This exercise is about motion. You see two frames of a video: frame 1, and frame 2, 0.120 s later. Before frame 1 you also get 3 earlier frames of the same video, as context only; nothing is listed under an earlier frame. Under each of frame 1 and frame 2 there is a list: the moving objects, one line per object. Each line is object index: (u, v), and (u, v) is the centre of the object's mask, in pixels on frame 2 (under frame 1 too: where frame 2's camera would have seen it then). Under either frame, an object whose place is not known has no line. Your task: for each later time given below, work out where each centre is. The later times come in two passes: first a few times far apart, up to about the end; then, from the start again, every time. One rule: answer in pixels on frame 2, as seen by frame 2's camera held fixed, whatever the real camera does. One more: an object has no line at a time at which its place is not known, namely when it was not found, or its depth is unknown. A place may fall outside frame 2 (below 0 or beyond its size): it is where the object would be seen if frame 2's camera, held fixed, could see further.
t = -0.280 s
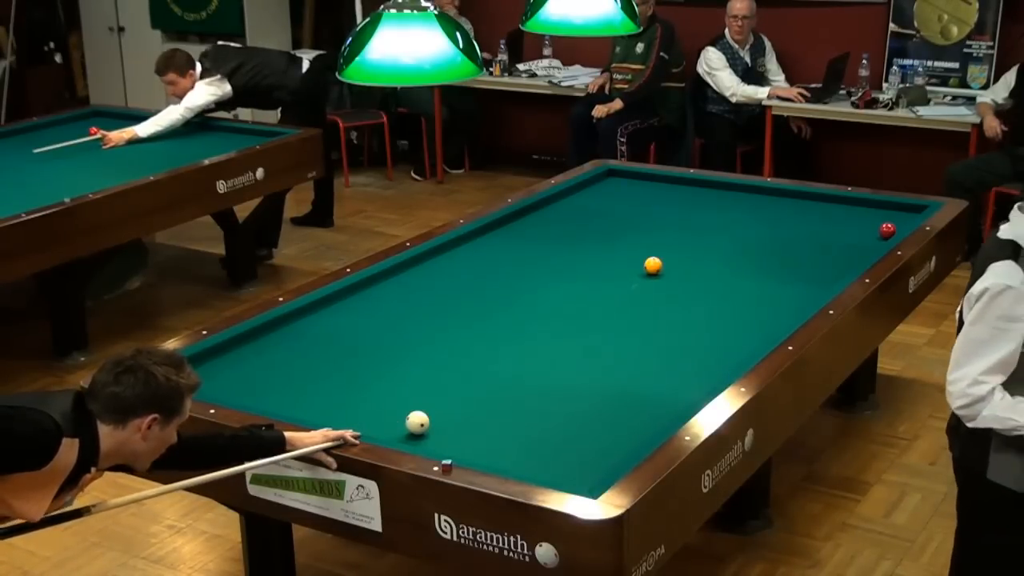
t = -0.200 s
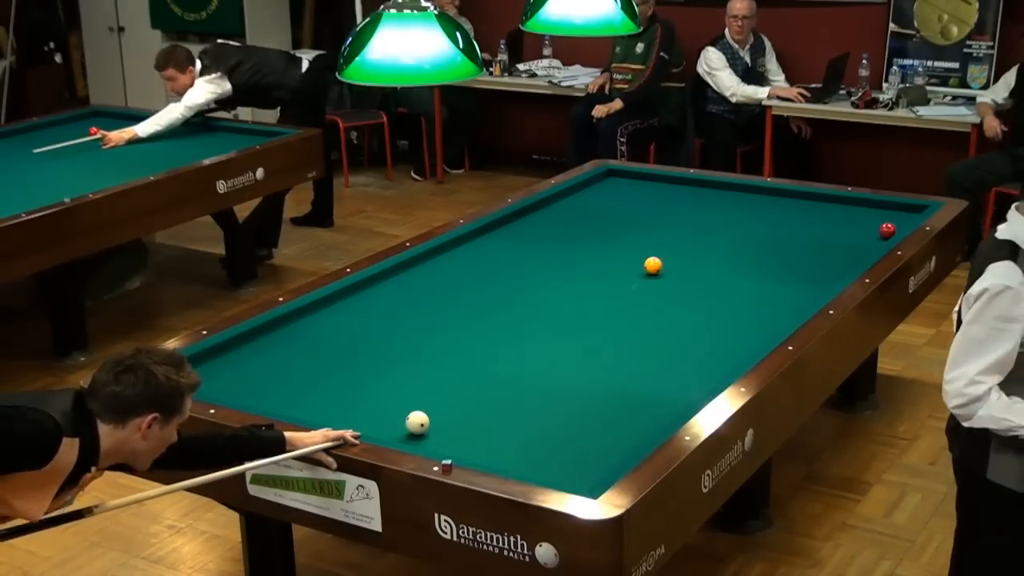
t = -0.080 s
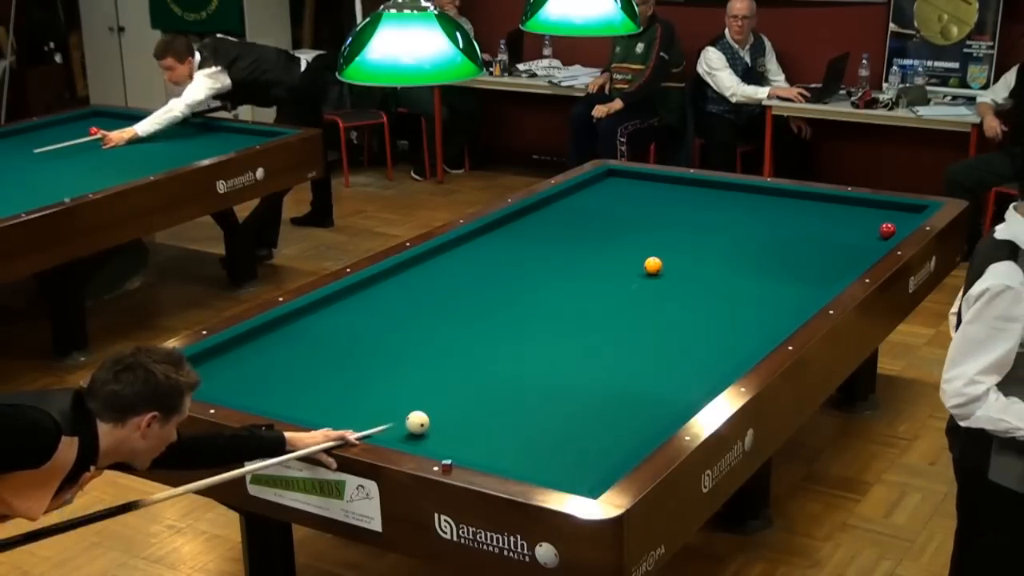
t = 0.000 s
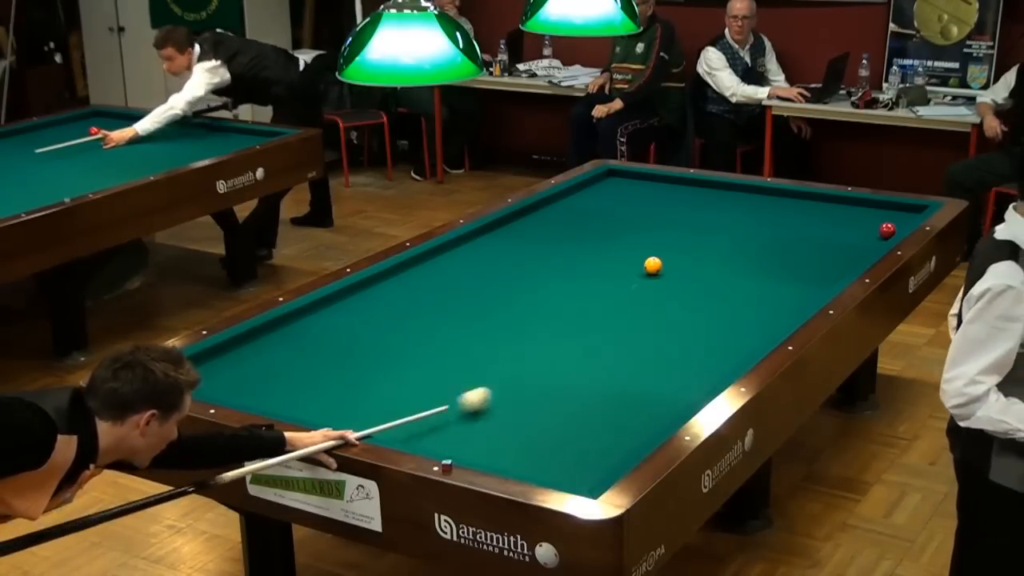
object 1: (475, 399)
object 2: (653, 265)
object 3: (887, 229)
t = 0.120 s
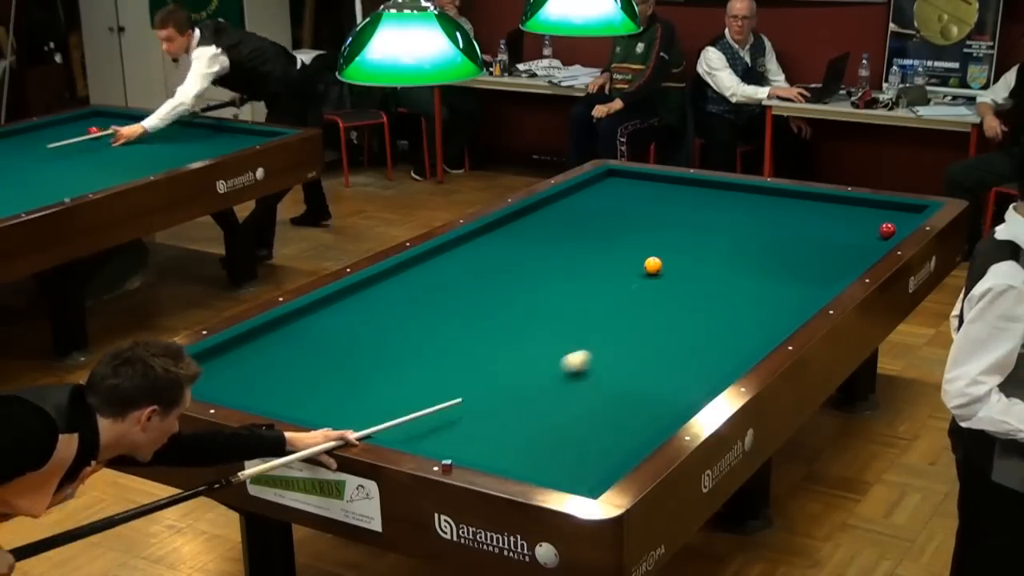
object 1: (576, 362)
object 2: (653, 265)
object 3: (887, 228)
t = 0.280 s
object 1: (686, 319)
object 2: (653, 265)
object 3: (887, 228)
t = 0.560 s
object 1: (842, 259)
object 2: (653, 265)
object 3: (887, 229)
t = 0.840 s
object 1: (835, 222)
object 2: (653, 265)
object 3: (894, 210)
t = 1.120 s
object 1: (787, 199)
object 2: (653, 265)
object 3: (853, 212)
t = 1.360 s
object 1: (727, 191)
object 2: (653, 265)
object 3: (812, 221)
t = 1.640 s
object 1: (642, 191)
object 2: (653, 265)
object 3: (762, 232)
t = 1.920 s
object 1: (575, 192)
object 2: (653, 265)
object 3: (709, 244)
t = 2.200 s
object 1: (592, 208)
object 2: (653, 265)
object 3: (657, 253)
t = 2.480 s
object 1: (606, 225)
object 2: (653, 265)
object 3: (600, 268)
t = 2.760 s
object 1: (621, 242)
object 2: (653, 264)
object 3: (542, 281)
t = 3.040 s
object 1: (636, 261)
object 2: (653, 264)
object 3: (483, 294)
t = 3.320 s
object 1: (625, 274)
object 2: (679, 271)
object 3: (421, 308)
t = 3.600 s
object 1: (612, 287)
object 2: (706, 278)
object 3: (357, 322)
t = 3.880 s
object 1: (598, 300)
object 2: (733, 285)
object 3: (291, 336)
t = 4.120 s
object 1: (587, 313)
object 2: (756, 290)
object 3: (233, 349)
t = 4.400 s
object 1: (572, 327)
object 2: (782, 298)
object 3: (193, 367)
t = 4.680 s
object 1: (558, 342)
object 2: (799, 302)
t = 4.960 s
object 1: (543, 356)
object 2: (783, 302)
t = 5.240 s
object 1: (528, 372)
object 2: (767, 301)
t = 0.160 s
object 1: (605, 350)
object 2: (653, 265)
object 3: (887, 229)
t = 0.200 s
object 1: (633, 340)
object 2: (653, 265)
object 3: (887, 229)
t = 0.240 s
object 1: (660, 329)
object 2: (653, 265)
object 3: (887, 228)
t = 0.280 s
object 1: (686, 319)
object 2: (653, 265)
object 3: (887, 228)
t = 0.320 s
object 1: (711, 310)
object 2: (653, 265)
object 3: (887, 228)
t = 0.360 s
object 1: (735, 300)
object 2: (653, 265)
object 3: (887, 229)
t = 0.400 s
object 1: (758, 292)
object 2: (653, 265)
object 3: (887, 229)
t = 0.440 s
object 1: (780, 283)
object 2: (653, 265)
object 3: (887, 228)
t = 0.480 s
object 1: (801, 275)
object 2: (653, 265)
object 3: (887, 228)
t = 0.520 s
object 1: (822, 267)
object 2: (653, 265)
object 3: (887, 229)
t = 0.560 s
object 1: (842, 259)
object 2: (653, 265)
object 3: (887, 229)
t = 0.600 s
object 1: (861, 251)
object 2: (653, 265)
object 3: (887, 229)
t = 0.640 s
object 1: (873, 243)
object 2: (653, 265)
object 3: (887, 228)
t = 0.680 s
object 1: (876, 235)
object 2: (653, 265)
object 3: (888, 228)
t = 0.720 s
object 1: (868, 231)
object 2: (653, 265)
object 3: (896, 224)
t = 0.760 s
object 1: (856, 228)
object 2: (653, 265)
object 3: (896, 220)
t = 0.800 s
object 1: (845, 225)
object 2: (653, 265)
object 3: (895, 215)
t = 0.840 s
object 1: (835, 222)
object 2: (653, 265)
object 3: (894, 210)
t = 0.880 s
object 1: (826, 219)
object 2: (653, 265)
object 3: (894, 206)
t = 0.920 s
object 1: (818, 215)
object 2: (653, 265)
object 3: (891, 203)
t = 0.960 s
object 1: (810, 212)
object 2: (653, 265)
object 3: (883, 205)
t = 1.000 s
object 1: (804, 209)
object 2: (653, 265)
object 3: (875, 207)
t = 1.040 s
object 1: (798, 205)
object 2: (653, 265)
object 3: (867, 209)
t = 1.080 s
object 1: (792, 202)
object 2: (653, 265)
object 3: (861, 211)
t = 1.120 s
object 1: (787, 199)
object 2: (653, 265)
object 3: (853, 212)
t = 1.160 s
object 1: (782, 195)
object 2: (653, 265)
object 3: (847, 213)
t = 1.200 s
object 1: (777, 192)
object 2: (653, 265)
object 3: (840, 215)
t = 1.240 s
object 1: (767, 190)
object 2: (653, 265)
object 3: (833, 216)
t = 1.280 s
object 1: (753, 191)
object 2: (653, 265)
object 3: (826, 218)
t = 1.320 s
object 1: (740, 191)
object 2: (653, 265)
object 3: (819, 220)
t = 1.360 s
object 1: (727, 191)
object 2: (653, 265)
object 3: (812, 221)
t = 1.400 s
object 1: (714, 191)
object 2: (653, 265)
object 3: (805, 223)
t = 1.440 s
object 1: (702, 191)
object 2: (653, 265)
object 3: (798, 224)
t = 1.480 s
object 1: (690, 191)
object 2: (653, 265)
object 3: (791, 226)
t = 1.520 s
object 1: (678, 191)
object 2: (653, 265)
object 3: (783, 227)
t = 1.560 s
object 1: (666, 191)
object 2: (653, 265)
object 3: (776, 229)
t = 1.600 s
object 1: (654, 191)
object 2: (653, 264)
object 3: (769, 231)
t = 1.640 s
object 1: (642, 191)
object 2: (653, 265)
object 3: (762, 232)
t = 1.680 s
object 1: (630, 190)
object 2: (653, 265)
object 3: (754, 234)
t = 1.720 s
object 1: (618, 190)
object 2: (653, 265)
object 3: (747, 236)
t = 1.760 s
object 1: (607, 190)
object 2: (653, 265)
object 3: (739, 238)
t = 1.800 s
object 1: (595, 190)
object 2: (653, 265)
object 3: (732, 239)
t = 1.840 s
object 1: (583, 190)
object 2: (653, 265)
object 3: (725, 241)
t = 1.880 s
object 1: (572, 190)
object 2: (653, 265)
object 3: (717, 242)
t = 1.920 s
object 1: (575, 192)
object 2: (653, 265)
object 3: (709, 244)
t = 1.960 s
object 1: (579, 195)
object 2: (653, 265)
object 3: (702, 246)
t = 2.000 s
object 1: (582, 197)
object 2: (653, 265)
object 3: (694, 248)
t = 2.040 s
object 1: (585, 199)
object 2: (653, 265)
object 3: (686, 250)
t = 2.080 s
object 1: (587, 202)
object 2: (653, 265)
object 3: (679, 251)
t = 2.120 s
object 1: (589, 204)
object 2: (653, 265)
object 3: (672, 253)
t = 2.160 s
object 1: (591, 206)
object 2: (653, 265)
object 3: (664, 254)
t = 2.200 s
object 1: (592, 208)
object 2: (653, 265)
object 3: (657, 253)
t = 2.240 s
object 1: (594, 210)
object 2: (653, 264)
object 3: (646, 256)
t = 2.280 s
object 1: (596, 213)
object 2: (653, 265)
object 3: (639, 259)
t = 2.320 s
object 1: (598, 215)
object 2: (653, 265)
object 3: (632, 261)
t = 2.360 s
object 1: (600, 217)
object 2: (653, 265)
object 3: (624, 263)
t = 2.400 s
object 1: (602, 220)
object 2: (653, 265)
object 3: (616, 265)
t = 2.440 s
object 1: (604, 222)
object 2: (653, 265)
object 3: (608, 267)
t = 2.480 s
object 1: (606, 225)
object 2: (653, 265)
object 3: (600, 268)
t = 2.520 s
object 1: (608, 227)
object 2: (653, 265)
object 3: (592, 270)
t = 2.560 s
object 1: (610, 229)
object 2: (653, 265)
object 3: (584, 272)
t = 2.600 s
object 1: (612, 232)
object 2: (653, 265)
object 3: (576, 274)
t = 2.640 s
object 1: (614, 234)
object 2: (653, 265)
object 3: (567, 275)
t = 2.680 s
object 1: (616, 237)
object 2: (653, 265)
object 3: (559, 278)
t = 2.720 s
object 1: (618, 240)
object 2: (653, 265)
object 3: (551, 279)
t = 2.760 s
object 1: (621, 242)
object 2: (653, 264)
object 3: (542, 281)
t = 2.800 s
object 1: (623, 245)
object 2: (653, 264)
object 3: (534, 283)
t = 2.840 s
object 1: (625, 247)
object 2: (653, 265)
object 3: (525, 285)
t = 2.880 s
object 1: (627, 250)
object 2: (653, 264)
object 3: (517, 287)
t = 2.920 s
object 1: (629, 253)
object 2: (653, 265)
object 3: (509, 289)
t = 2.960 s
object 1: (632, 255)
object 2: (653, 264)
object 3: (500, 291)
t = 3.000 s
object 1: (634, 258)
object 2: (653, 265)
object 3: (491, 293)
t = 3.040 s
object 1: (636, 261)
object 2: (653, 264)
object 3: (483, 294)
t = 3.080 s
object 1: (636, 263)
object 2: (655, 265)
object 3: (474, 297)
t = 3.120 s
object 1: (634, 265)
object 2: (659, 266)
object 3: (465, 298)
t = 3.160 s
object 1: (632, 266)
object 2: (664, 268)
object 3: (457, 300)
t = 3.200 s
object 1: (630, 269)
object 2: (668, 268)
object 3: (448, 302)
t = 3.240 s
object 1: (628, 270)
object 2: (671, 269)
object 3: (438, 304)
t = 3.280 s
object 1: (627, 272)
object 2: (675, 270)
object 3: (430, 306)
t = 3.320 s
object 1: (625, 274)
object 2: (679, 271)
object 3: (421, 308)
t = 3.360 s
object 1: (623, 276)
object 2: (683, 272)
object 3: (412, 310)
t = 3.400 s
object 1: (621, 278)
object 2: (687, 273)
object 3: (403, 311)
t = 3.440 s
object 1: (619, 279)
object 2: (690, 274)
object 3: (392, 309)
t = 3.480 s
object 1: (617, 281)
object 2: (694, 275)
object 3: (385, 316)
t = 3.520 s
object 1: (616, 283)
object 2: (698, 276)
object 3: (376, 318)
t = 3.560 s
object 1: (614, 285)
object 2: (702, 277)
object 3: (367, 320)
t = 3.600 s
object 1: (612, 287)
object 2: (706, 278)
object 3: (357, 322)
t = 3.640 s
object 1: (610, 289)
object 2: (710, 279)
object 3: (348, 324)
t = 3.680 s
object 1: (608, 291)
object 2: (714, 280)
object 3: (339, 326)
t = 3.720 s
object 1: (606, 293)
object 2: (717, 281)
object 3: (329, 328)
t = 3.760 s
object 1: (604, 294)
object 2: (721, 282)
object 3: (320, 330)
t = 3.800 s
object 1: (602, 297)
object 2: (725, 283)
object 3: (310, 332)
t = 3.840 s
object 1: (601, 299)
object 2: (729, 284)
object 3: (301, 334)
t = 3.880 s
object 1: (598, 300)
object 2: (733, 285)
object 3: (291, 336)
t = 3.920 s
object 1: (596, 302)
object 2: (737, 286)
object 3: (281, 338)
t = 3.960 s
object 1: (595, 305)
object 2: (740, 287)
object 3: (272, 340)
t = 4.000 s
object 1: (593, 307)
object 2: (744, 288)
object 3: (262, 342)
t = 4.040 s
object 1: (591, 308)
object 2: (748, 289)
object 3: (253, 344)
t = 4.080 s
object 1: (589, 311)
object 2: (752, 290)
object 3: (243, 347)
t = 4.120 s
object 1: (587, 313)
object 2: (756, 290)
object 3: (233, 349)
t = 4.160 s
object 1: (584, 315)
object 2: (760, 292)
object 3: (224, 351)
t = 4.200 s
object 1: (583, 317)
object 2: (763, 293)
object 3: (215, 353)
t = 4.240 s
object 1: (580, 319)
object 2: (767, 294)
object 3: (213, 355)
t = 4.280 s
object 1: (579, 321)
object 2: (771, 294)
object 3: (198, 358)
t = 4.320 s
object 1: (576, 323)
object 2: (774, 295)
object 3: (197, 360)
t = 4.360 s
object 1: (574, 325)
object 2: (778, 296)
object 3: (196, 364)
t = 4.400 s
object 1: (572, 327)
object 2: (782, 298)
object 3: (193, 367)
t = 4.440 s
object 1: (570, 329)
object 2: (786, 298)
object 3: (189, 370)
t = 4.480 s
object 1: (568, 331)
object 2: (789, 299)
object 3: (185, 373)
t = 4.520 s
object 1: (566, 333)
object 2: (793, 300)
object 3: (181, 376)
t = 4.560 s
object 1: (564, 335)
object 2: (797, 301)
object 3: (178, 378)
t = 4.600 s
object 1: (562, 337)
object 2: (800, 302)
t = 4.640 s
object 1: (560, 340)
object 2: (802, 302)
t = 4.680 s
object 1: (558, 342)
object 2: (799, 302)
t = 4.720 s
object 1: (556, 344)
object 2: (797, 302)
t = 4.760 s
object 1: (554, 346)
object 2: (795, 302)
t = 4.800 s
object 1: (552, 348)
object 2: (793, 302)
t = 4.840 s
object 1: (549, 350)
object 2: (790, 302)
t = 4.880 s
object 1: (547, 352)
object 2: (788, 302)
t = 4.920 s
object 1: (545, 354)
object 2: (785, 302)
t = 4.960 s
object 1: (543, 356)
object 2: (783, 302)
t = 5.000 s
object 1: (541, 359)
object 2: (781, 302)
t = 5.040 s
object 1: (538, 361)
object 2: (778, 301)
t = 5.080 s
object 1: (536, 363)
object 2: (776, 301)
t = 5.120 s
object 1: (534, 365)
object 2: (773, 301)
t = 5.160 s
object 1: (532, 367)
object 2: (771, 301)
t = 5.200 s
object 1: (530, 370)
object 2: (769, 301)
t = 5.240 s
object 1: (528, 372)
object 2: (767, 301)
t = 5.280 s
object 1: (526, 374)
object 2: (765, 300)
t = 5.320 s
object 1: (524, 376)
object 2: (762, 300)
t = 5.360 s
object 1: (521, 379)
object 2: (760, 300)
